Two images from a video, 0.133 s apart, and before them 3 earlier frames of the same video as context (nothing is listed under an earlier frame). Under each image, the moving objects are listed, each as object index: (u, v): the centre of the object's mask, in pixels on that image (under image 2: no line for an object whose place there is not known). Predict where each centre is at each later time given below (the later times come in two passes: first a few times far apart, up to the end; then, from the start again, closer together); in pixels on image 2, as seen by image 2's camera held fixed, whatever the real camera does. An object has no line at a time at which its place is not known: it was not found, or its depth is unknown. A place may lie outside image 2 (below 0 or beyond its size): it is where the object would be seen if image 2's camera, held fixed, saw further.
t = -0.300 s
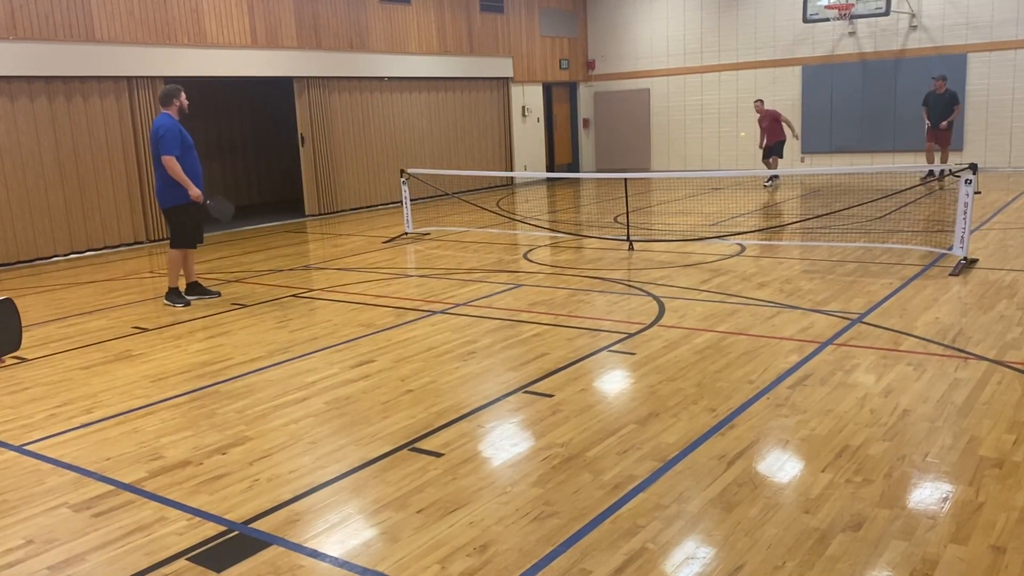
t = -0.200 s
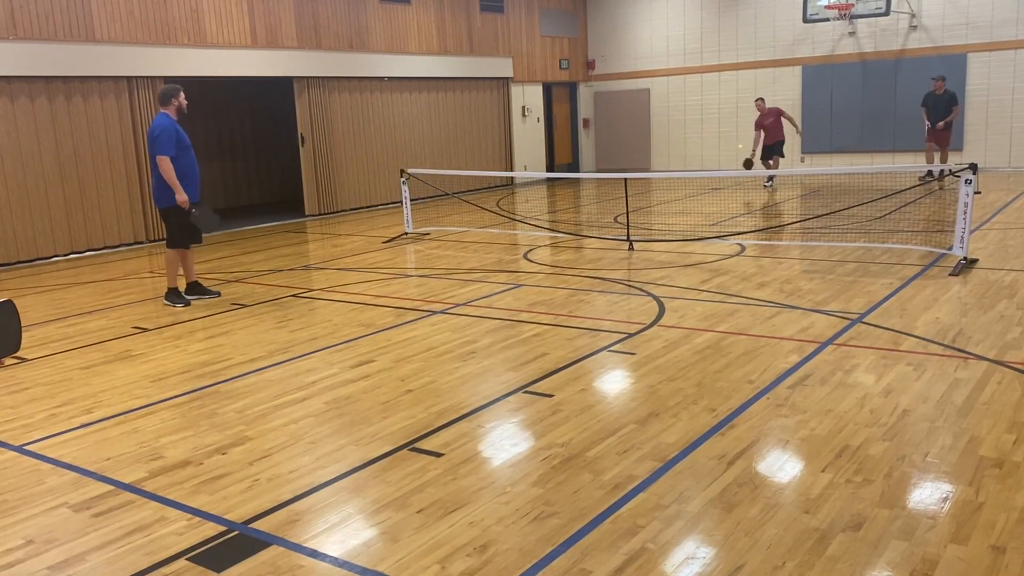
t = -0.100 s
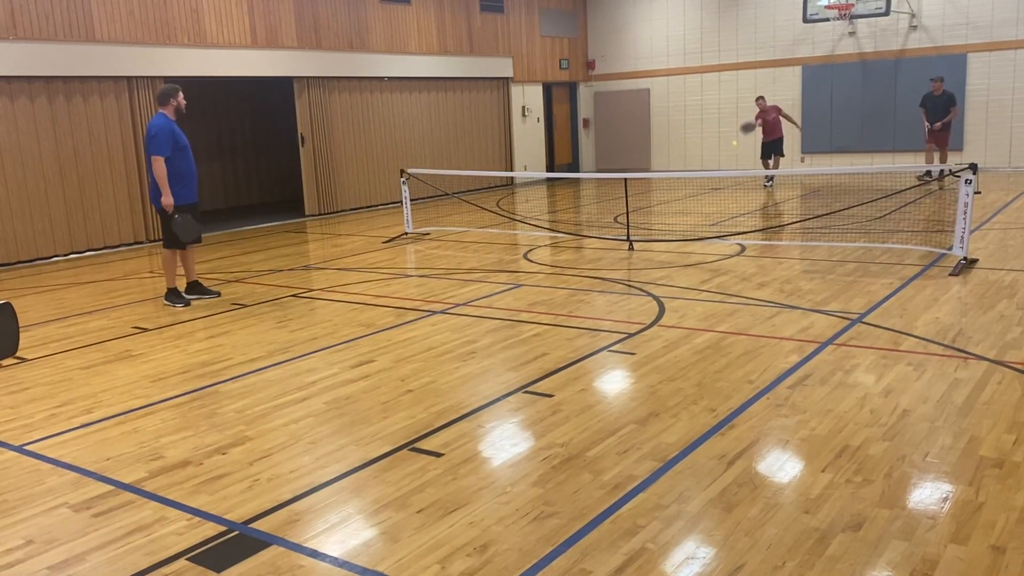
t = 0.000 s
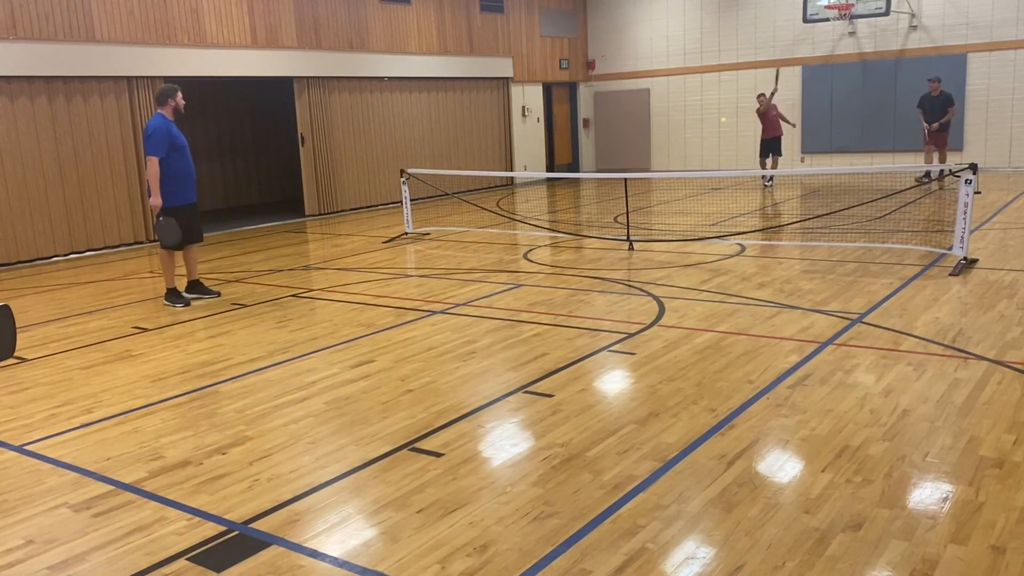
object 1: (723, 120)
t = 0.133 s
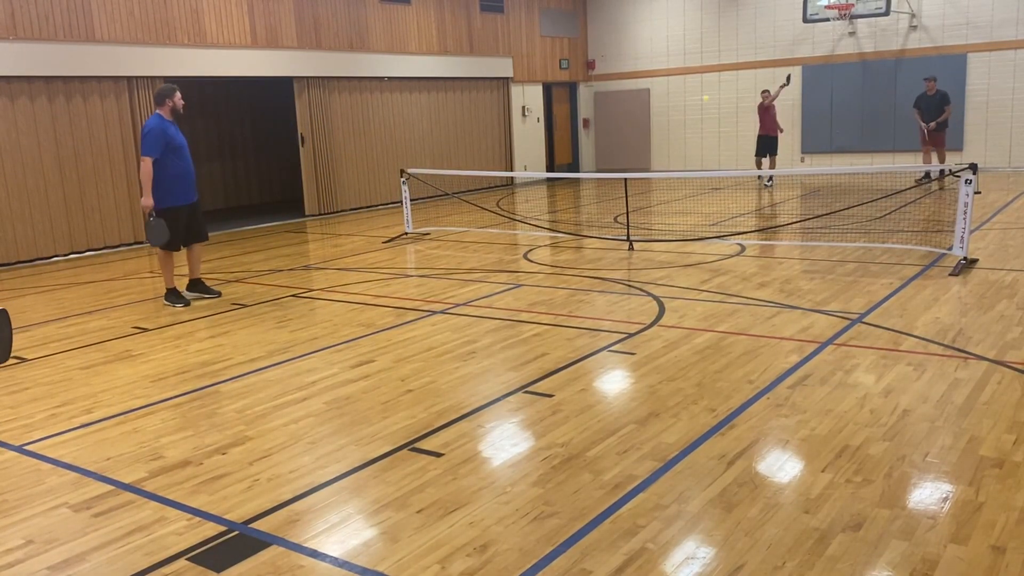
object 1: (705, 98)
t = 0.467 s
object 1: (641, 113)
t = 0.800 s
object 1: (528, 327)
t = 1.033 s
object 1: (402, 341)
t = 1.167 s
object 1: (291, 368)
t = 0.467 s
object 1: (641, 113)
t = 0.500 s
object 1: (632, 122)
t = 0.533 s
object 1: (623, 134)
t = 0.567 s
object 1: (613, 148)
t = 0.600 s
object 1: (603, 165)
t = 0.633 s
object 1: (592, 184)
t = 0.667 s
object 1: (581, 206)
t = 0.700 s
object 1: (569, 230)
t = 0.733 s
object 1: (556, 259)
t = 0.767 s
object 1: (542, 291)
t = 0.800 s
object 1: (528, 327)
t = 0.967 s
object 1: (445, 346)
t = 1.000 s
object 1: (425, 343)
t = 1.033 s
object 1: (402, 341)
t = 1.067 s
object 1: (378, 343)
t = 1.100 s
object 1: (352, 348)
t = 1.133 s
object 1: (324, 356)
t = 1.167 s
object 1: (291, 368)
